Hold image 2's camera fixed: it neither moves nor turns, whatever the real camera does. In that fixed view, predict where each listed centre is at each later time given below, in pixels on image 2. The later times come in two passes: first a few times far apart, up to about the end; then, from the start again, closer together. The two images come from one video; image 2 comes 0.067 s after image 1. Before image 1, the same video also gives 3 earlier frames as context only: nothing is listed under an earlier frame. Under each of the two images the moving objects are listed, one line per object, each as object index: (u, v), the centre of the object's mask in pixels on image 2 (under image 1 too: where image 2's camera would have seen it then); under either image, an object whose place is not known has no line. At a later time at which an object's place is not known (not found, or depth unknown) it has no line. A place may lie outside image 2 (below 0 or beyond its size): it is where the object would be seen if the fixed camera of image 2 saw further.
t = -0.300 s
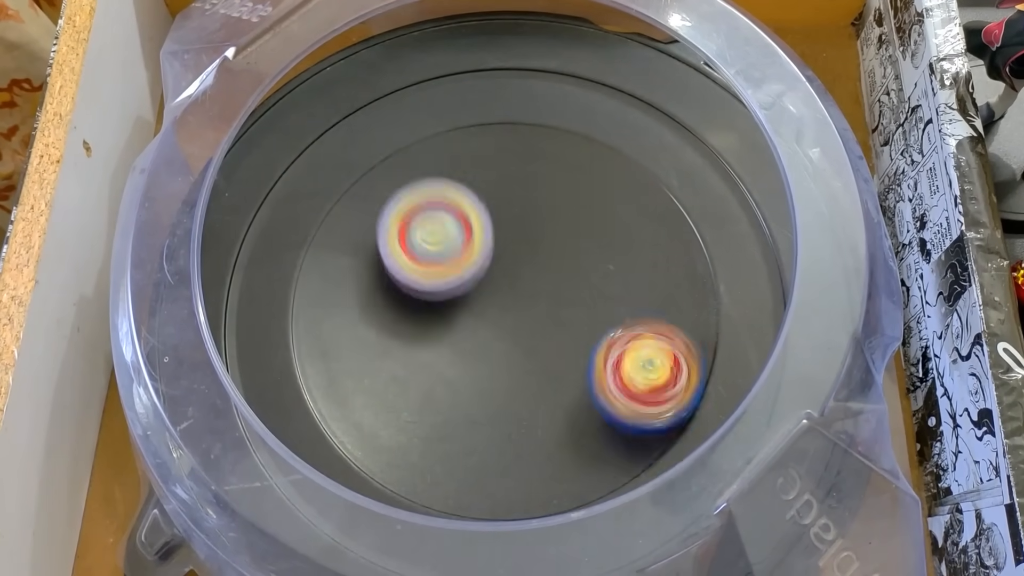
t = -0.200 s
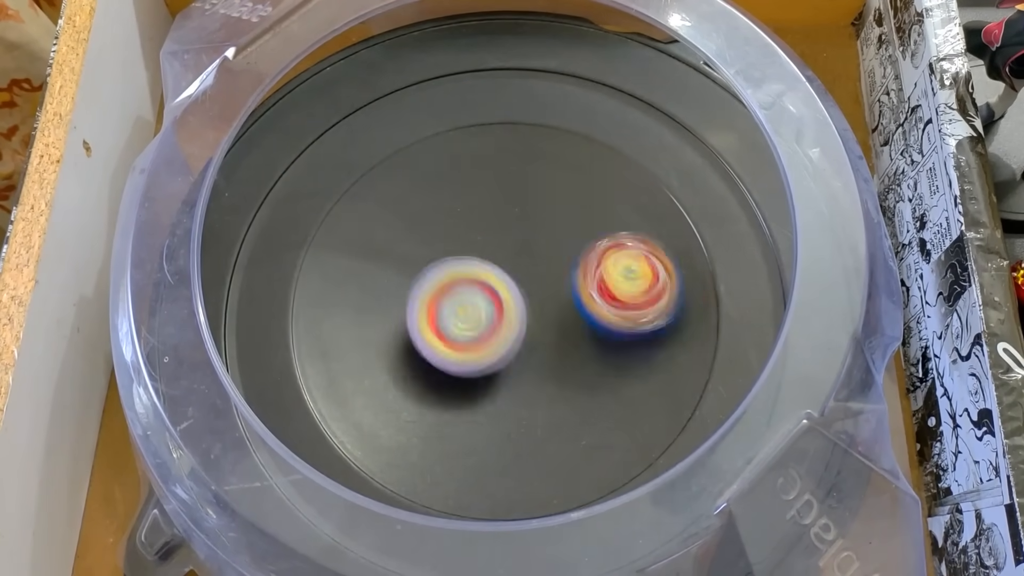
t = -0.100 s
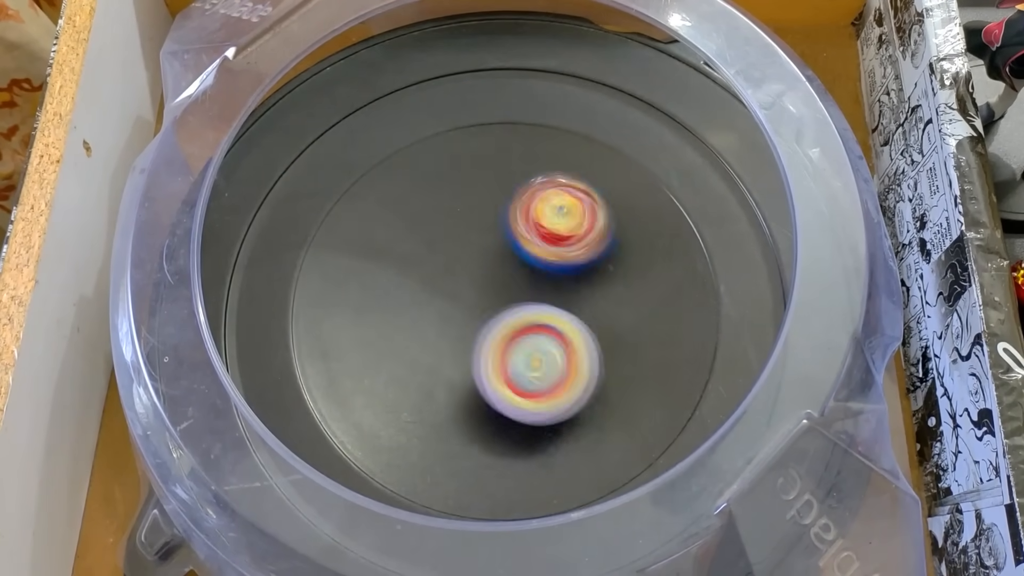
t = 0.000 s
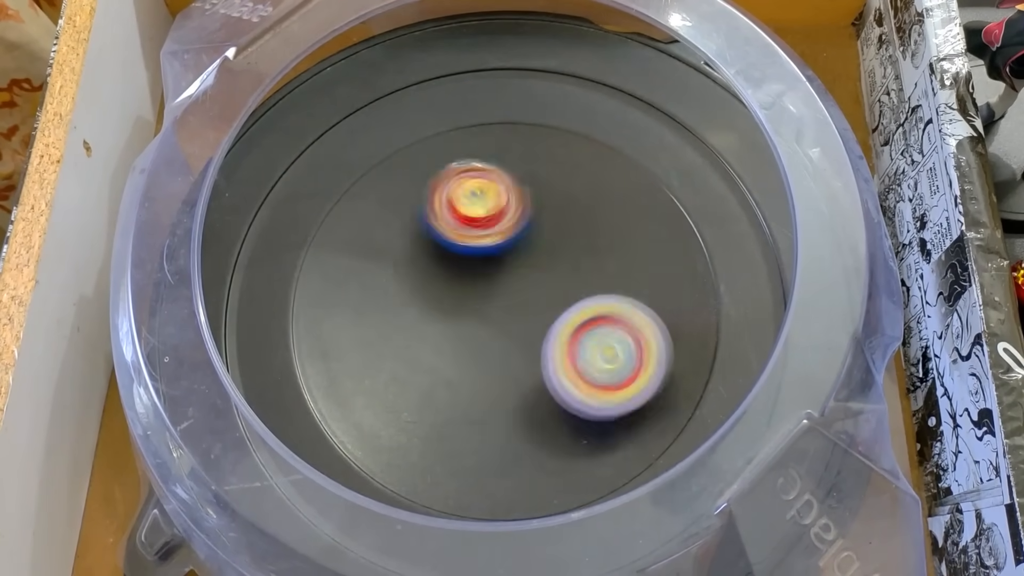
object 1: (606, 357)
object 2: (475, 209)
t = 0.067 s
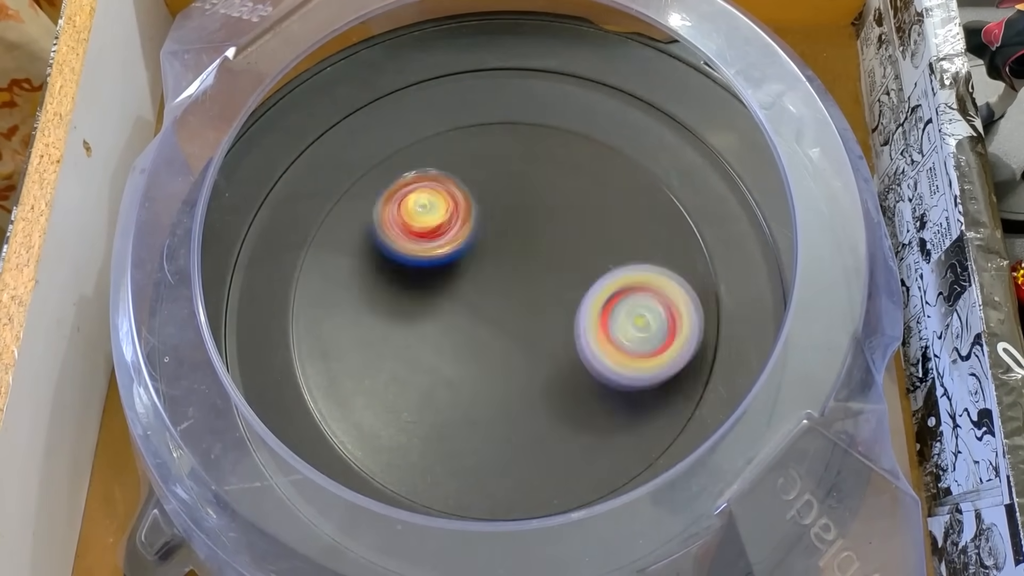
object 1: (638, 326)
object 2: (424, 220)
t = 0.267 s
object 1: (632, 194)
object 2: (339, 329)
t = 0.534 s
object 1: (428, 229)
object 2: (515, 409)
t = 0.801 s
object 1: (466, 440)
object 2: (576, 238)
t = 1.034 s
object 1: (640, 395)
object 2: (443, 189)
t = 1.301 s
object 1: (552, 207)
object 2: (432, 347)
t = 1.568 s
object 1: (370, 302)
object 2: (595, 344)
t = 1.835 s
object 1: (480, 440)
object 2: (574, 216)
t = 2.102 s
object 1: (585, 269)
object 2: (430, 300)
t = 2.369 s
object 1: (412, 226)
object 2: (505, 413)
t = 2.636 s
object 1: (452, 344)
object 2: (590, 300)
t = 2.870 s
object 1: (478, 362)
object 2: (535, 162)
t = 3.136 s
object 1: (501, 327)
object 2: (395, 205)
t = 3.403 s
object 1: (545, 304)
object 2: (344, 339)
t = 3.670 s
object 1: (521, 261)
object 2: (471, 411)
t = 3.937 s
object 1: (470, 305)
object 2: (594, 306)
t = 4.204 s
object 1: (525, 339)
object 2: (540, 195)
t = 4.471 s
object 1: (545, 282)
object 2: (415, 256)
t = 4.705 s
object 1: (513, 279)
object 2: (404, 361)
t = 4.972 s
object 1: (508, 299)
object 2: (498, 441)
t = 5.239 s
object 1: (506, 282)
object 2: (595, 368)
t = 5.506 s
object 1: (408, 218)
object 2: (617, 300)
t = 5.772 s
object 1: (335, 210)
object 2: (578, 306)
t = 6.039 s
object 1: (349, 171)
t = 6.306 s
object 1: (491, 286)
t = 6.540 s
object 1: (506, 217)
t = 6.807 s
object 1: (483, 299)
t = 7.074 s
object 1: (494, 373)
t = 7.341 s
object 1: (522, 324)
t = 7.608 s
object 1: (497, 260)
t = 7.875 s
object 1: (507, 255)
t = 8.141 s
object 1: (507, 258)
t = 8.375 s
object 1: (507, 260)
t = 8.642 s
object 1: (507, 260)
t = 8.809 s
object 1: (507, 260)
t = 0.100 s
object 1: (650, 303)
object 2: (402, 233)
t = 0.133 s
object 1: (655, 281)
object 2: (381, 247)
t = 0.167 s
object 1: (658, 257)
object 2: (364, 263)
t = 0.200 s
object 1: (654, 234)
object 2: (352, 281)
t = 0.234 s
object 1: (645, 212)
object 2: (343, 306)
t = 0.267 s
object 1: (632, 194)
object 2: (339, 329)
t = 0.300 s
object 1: (613, 180)
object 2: (341, 352)
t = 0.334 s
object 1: (591, 169)
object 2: (350, 375)
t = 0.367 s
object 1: (566, 166)
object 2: (368, 399)
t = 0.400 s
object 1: (537, 167)
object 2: (389, 415)
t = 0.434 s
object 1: (507, 174)
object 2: (417, 424)
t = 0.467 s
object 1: (479, 186)
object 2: (451, 424)
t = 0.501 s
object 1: (451, 205)
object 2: (482, 421)
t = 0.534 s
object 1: (428, 229)
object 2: (515, 409)
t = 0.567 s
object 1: (409, 257)
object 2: (539, 392)
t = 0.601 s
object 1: (398, 286)
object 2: (561, 372)
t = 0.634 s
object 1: (394, 319)
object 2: (577, 350)
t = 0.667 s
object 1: (398, 351)
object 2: (587, 327)
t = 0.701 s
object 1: (409, 380)
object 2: (591, 304)
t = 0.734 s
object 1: (424, 405)
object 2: (591, 279)
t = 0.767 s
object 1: (445, 426)
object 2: (585, 258)
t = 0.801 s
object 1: (466, 440)
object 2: (576, 238)
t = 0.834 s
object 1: (493, 448)
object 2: (563, 221)
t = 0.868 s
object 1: (521, 454)
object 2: (548, 205)
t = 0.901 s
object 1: (548, 452)
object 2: (530, 194)
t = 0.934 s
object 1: (574, 445)
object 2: (509, 185)
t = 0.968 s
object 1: (600, 433)
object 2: (487, 180)
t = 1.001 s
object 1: (622, 417)
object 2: (466, 181)
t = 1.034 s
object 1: (640, 395)
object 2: (443, 189)
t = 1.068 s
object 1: (653, 370)
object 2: (426, 199)
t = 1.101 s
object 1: (658, 343)
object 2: (410, 216)
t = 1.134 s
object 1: (656, 314)
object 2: (400, 239)
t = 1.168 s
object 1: (647, 287)
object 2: (396, 261)
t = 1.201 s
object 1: (631, 259)
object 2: (396, 283)
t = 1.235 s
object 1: (609, 238)
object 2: (403, 306)
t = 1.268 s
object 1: (581, 219)
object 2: (416, 328)
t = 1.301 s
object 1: (552, 207)
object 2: (432, 347)
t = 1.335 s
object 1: (520, 202)
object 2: (452, 363)
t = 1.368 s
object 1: (487, 204)
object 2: (474, 373)
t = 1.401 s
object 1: (459, 210)
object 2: (494, 378)
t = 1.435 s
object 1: (430, 222)
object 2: (517, 378)
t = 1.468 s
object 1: (409, 237)
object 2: (541, 374)
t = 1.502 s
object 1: (391, 255)
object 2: (562, 367)
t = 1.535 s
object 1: (378, 279)
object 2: (580, 357)
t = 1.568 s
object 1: (370, 302)
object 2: (595, 344)
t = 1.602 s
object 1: (365, 324)
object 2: (606, 329)
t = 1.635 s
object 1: (367, 350)
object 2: (616, 311)
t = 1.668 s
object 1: (373, 374)
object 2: (622, 293)
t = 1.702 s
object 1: (384, 395)
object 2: (622, 274)
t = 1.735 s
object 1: (402, 415)
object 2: (617, 256)
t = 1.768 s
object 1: (425, 430)
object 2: (607, 240)
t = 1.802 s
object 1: (451, 437)
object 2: (593, 226)
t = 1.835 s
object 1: (480, 440)
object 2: (574, 216)
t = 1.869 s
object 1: (511, 435)
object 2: (552, 212)
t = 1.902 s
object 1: (540, 422)
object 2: (529, 213)
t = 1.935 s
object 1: (564, 404)
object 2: (506, 220)
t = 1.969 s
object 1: (583, 379)
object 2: (485, 231)
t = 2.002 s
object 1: (594, 354)
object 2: (465, 245)
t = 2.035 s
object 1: (598, 324)
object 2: (448, 261)
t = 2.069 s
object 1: (594, 295)
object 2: (437, 280)
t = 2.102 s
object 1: (585, 269)
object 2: (430, 300)
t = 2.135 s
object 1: (569, 243)
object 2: (427, 320)
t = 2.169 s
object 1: (549, 224)
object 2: (428, 340)
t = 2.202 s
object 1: (528, 211)
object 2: (434, 359)
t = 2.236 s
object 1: (503, 204)
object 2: (444, 377)
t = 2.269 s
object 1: (476, 202)
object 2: (456, 391)
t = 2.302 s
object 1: (453, 205)
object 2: (469, 401)
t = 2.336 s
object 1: (429, 213)
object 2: (485, 408)
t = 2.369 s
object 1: (412, 226)
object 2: (505, 413)
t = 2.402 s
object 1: (400, 240)
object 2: (528, 412)
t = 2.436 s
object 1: (393, 257)
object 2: (548, 408)
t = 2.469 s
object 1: (391, 275)
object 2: (569, 398)
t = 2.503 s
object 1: (395, 295)
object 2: (583, 384)
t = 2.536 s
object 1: (402, 312)
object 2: (594, 366)
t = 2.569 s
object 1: (415, 327)
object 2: (598, 344)
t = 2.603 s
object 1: (432, 337)
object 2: (597, 321)
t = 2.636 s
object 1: (452, 344)
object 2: (590, 300)
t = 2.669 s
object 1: (472, 346)
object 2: (579, 281)
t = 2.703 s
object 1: (490, 343)
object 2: (566, 263)
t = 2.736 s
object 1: (483, 351)
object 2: (566, 234)
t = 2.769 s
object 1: (475, 360)
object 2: (567, 205)
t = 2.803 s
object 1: (472, 365)
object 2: (561, 183)
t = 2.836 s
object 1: (474, 365)
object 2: (550, 169)
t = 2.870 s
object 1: (478, 362)
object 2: (535, 162)
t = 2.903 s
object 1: (485, 357)
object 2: (518, 157)
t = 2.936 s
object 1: (492, 353)
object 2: (499, 157)
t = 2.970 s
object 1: (497, 350)
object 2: (480, 158)
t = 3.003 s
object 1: (499, 347)
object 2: (461, 162)
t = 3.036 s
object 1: (500, 344)
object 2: (442, 168)
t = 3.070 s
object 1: (500, 338)
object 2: (424, 177)
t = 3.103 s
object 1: (501, 332)
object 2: (409, 190)
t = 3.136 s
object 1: (501, 327)
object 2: (395, 205)
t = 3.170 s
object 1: (499, 321)
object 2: (385, 223)
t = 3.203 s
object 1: (496, 316)
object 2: (379, 242)
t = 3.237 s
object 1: (493, 311)
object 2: (376, 262)
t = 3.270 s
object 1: (493, 307)
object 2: (374, 283)
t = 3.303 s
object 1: (511, 310)
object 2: (355, 294)
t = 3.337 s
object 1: (526, 311)
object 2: (345, 306)
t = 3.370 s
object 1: (538, 309)
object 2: (341, 322)
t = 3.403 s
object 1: (545, 304)
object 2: (344, 339)
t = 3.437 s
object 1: (549, 299)
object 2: (350, 355)
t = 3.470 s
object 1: (550, 293)
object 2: (359, 371)
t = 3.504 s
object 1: (549, 287)
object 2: (373, 385)
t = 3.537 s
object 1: (546, 281)
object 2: (387, 397)
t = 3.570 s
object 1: (542, 275)
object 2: (405, 407)
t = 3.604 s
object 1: (537, 270)
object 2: (427, 412)
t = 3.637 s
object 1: (530, 265)
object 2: (449, 414)
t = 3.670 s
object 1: (521, 261)
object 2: (471, 411)
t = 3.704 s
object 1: (512, 260)
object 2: (494, 406)
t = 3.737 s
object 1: (502, 261)
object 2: (516, 398)
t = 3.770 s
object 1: (493, 265)
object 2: (537, 387)
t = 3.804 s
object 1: (484, 270)
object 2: (555, 374)
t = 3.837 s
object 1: (478, 278)
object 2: (568, 358)
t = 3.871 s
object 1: (473, 287)
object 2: (580, 341)
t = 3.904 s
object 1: (470, 296)
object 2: (588, 323)
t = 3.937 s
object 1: (470, 305)
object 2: (594, 306)
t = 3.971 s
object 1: (472, 314)
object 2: (596, 287)
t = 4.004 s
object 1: (477, 322)
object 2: (595, 269)
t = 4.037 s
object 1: (482, 330)
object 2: (591, 254)
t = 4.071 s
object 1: (489, 336)
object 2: (585, 238)
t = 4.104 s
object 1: (497, 340)
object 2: (578, 225)
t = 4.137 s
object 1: (506, 342)
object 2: (567, 212)
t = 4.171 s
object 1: (516, 342)
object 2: (555, 203)
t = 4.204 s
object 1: (525, 339)
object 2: (540, 195)
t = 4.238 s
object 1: (534, 335)
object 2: (525, 191)
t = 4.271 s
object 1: (540, 328)
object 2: (506, 191)
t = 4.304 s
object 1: (545, 320)
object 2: (489, 195)
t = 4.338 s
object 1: (547, 311)
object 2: (472, 204)
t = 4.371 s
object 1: (547, 301)
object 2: (457, 216)
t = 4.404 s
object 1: (545, 291)
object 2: (444, 232)
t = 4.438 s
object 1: (542, 284)
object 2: (432, 246)
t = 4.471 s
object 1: (545, 282)
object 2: (415, 256)
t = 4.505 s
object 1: (544, 280)
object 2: (402, 268)
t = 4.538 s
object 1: (541, 278)
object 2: (395, 279)
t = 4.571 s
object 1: (536, 276)
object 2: (389, 295)
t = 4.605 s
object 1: (530, 275)
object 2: (387, 312)
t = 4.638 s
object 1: (525, 276)
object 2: (388, 328)
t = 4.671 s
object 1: (519, 277)
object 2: (394, 345)
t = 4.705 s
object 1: (513, 279)
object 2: (404, 361)
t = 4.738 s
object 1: (507, 283)
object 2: (416, 373)
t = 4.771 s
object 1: (501, 288)
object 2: (430, 383)
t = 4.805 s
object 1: (501, 290)
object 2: (439, 395)
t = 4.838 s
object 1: (506, 289)
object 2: (443, 413)
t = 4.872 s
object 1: (507, 290)
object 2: (455, 426)
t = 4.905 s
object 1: (508, 293)
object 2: (469, 435)
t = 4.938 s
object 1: (508, 296)
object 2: (484, 439)
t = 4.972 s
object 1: (508, 299)
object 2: (498, 441)
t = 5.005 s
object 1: (509, 303)
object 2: (514, 440)
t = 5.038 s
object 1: (511, 306)
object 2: (532, 434)
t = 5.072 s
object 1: (513, 309)
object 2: (547, 424)
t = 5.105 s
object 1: (516, 308)
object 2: (560, 412)
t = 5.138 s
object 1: (516, 299)
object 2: (570, 407)
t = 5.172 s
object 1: (514, 292)
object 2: (581, 398)
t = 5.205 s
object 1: (510, 287)
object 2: (590, 384)
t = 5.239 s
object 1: (506, 282)
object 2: (595, 368)
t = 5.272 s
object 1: (501, 279)
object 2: (594, 350)
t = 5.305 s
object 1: (485, 264)
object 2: (601, 344)
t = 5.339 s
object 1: (461, 242)
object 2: (617, 347)
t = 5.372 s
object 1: (442, 228)
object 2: (625, 343)
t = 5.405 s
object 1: (428, 218)
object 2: (627, 334)
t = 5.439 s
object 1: (418, 213)
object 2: (629, 325)
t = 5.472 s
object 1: (412, 214)
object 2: (626, 312)
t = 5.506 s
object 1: (408, 218)
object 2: (617, 300)
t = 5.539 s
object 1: (406, 223)
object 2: (607, 293)
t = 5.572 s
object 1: (406, 228)
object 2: (594, 284)
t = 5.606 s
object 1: (406, 234)
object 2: (577, 277)
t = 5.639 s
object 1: (407, 240)
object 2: (561, 275)
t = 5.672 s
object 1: (409, 245)
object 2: (546, 271)
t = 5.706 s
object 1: (411, 248)
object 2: (528, 269)
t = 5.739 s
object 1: (394, 240)
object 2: (530, 278)
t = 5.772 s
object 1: (335, 210)
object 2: (578, 306)
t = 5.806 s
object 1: (282, 185)
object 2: (614, 331)
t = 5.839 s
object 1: (237, 169)
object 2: (646, 350)
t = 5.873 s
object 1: (238, 170)
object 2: (664, 367)
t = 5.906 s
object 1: (264, 163)
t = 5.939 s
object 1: (290, 164)
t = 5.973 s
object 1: (314, 167)
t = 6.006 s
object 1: (333, 168)
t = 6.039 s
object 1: (349, 171)
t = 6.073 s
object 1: (365, 176)
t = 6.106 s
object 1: (381, 185)
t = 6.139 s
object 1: (394, 196)
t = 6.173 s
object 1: (411, 211)
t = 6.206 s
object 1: (430, 227)
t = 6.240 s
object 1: (449, 247)
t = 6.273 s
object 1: (469, 267)
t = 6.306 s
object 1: (491, 286)
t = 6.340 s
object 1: (496, 269)
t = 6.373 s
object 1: (499, 243)
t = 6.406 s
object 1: (500, 229)
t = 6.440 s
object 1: (505, 216)
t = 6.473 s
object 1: (506, 215)
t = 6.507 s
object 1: (505, 215)
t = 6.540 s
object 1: (506, 217)
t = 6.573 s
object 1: (505, 224)
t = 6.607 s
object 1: (502, 231)
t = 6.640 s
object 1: (501, 238)
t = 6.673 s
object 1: (497, 246)
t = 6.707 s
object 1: (493, 259)
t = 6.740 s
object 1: (491, 272)
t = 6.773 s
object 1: (487, 284)
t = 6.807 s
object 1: (483, 299)
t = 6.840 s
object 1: (482, 315)
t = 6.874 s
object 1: (480, 327)
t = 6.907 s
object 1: (481, 342)
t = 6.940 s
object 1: (484, 352)
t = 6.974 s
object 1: (485, 362)
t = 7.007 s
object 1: (490, 367)
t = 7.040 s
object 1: (492, 372)
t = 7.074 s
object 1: (494, 373)
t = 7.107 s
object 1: (492, 373)
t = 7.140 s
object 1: (493, 368)
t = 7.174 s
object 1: (494, 364)
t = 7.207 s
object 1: (500, 358)
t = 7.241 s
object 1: (507, 350)
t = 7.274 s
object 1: (512, 344)
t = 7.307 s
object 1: (518, 335)
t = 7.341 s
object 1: (522, 324)
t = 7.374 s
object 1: (518, 312)
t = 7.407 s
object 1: (515, 302)
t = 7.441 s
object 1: (511, 292)
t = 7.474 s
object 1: (506, 283)
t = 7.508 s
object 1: (506, 275)
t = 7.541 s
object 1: (502, 270)
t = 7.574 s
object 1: (499, 264)
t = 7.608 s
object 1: (497, 260)
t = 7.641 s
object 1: (498, 260)
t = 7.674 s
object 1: (498, 260)
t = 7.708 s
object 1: (500, 260)
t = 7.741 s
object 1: (502, 257)
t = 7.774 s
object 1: (504, 256)
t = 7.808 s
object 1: (505, 256)
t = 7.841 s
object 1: (506, 256)
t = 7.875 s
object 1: (507, 255)
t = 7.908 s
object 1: (507, 254)
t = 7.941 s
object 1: (507, 254)
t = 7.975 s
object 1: (507, 255)
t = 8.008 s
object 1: (507, 255)
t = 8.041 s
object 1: (507, 256)
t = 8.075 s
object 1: (507, 257)
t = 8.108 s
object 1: (507, 257)
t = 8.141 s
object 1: (507, 258)
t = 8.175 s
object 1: (507, 259)
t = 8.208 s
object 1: (507, 259)
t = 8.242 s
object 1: (507, 260)
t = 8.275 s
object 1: (507, 260)
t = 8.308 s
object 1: (507, 260)
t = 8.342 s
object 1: (507, 260)
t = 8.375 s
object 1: (507, 260)
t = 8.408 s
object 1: (507, 260)
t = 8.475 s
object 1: (507, 260)
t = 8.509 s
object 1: (507, 260)
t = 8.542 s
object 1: (507, 260)
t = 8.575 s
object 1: (507, 260)
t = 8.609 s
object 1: (507, 260)
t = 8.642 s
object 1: (507, 260)
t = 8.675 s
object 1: (507, 260)
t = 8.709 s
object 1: (507, 260)
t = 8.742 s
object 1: (507, 260)
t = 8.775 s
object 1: (507, 260)
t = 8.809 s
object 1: (507, 260)
